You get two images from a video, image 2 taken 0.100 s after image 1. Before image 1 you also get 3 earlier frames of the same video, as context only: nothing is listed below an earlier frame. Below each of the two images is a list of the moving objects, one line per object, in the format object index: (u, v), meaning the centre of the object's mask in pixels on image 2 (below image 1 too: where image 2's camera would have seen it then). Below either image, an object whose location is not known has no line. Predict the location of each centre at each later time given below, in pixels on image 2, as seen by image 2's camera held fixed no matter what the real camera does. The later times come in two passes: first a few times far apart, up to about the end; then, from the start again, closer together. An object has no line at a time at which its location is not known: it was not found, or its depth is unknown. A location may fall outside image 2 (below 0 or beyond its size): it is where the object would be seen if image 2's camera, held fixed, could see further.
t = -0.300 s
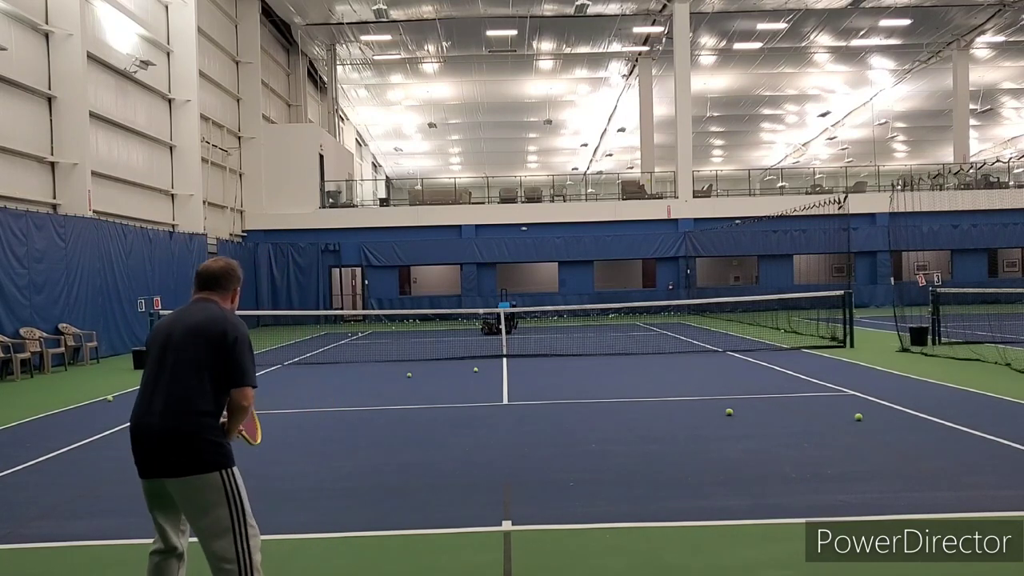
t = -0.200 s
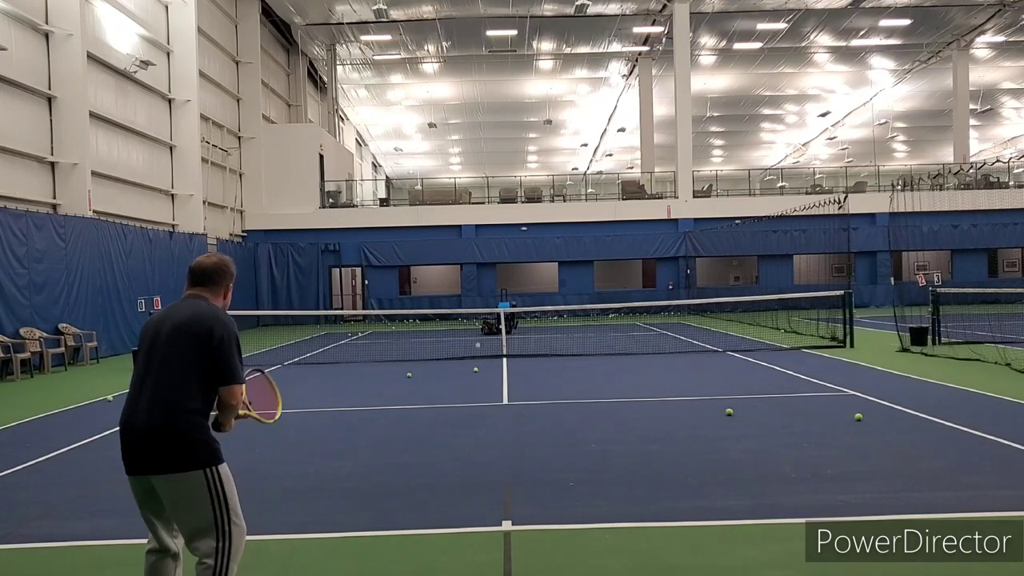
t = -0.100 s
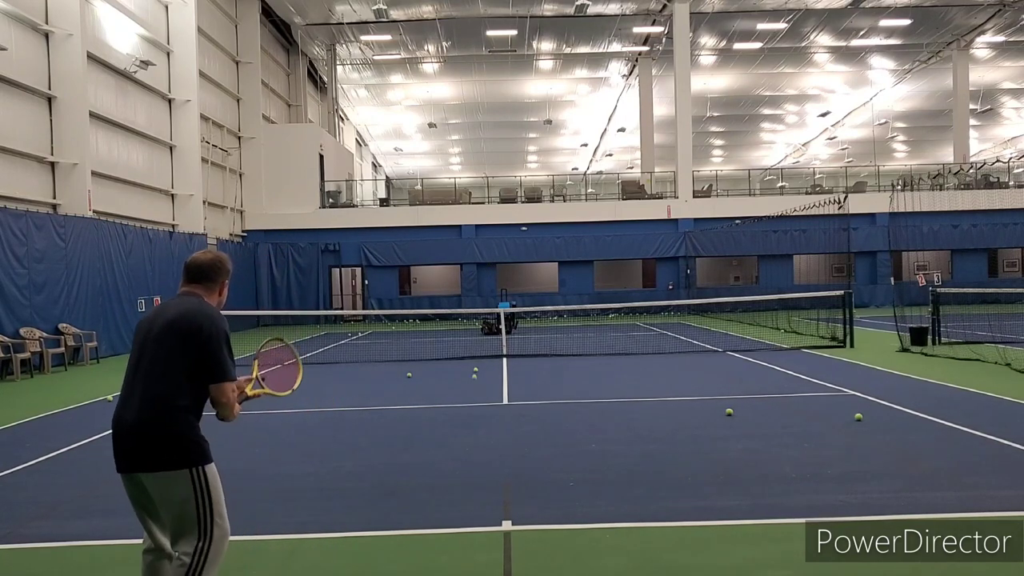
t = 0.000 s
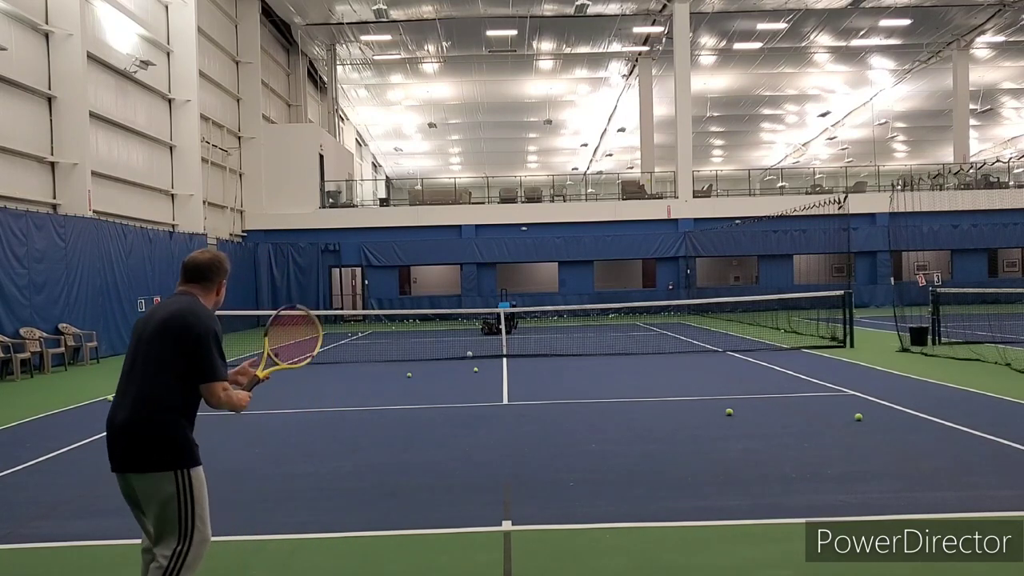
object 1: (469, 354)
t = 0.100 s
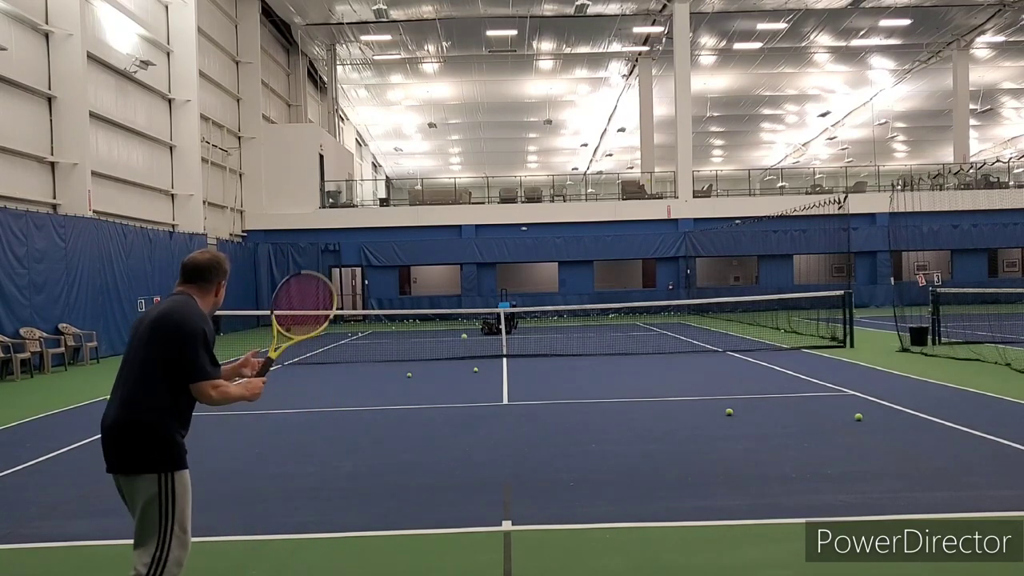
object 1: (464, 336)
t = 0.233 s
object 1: (456, 324)
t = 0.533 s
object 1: (436, 367)
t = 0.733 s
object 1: (416, 486)
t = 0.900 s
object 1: (396, 458)
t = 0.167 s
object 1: (460, 328)
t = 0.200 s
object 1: (458, 326)
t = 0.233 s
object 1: (456, 324)
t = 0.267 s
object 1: (454, 324)
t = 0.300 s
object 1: (452, 325)
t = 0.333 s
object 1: (450, 326)
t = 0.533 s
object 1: (436, 367)
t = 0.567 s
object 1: (433, 380)
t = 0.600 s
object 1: (431, 396)
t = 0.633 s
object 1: (426, 414)
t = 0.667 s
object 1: (423, 434)
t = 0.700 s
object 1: (420, 458)
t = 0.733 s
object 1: (416, 486)
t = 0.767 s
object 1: (412, 481)
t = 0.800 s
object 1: (409, 473)
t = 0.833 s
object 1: (404, 467)
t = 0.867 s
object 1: (400, 461)
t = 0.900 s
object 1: (396, 458)
